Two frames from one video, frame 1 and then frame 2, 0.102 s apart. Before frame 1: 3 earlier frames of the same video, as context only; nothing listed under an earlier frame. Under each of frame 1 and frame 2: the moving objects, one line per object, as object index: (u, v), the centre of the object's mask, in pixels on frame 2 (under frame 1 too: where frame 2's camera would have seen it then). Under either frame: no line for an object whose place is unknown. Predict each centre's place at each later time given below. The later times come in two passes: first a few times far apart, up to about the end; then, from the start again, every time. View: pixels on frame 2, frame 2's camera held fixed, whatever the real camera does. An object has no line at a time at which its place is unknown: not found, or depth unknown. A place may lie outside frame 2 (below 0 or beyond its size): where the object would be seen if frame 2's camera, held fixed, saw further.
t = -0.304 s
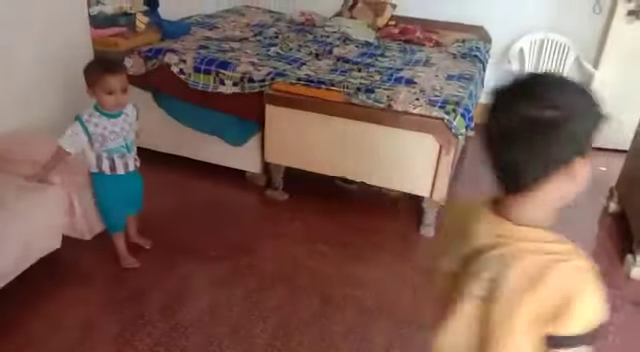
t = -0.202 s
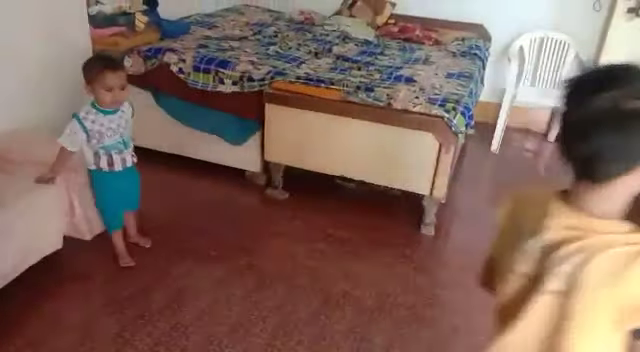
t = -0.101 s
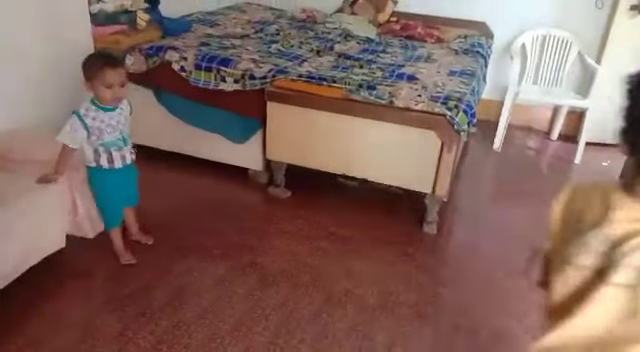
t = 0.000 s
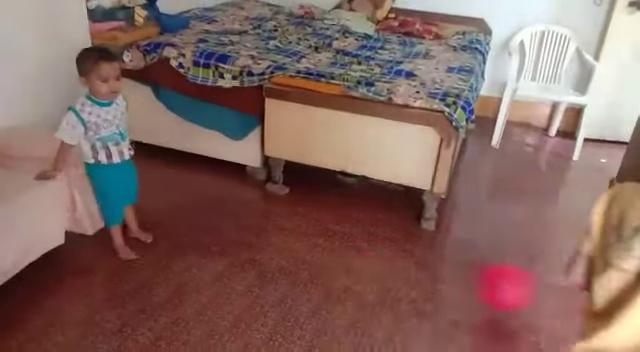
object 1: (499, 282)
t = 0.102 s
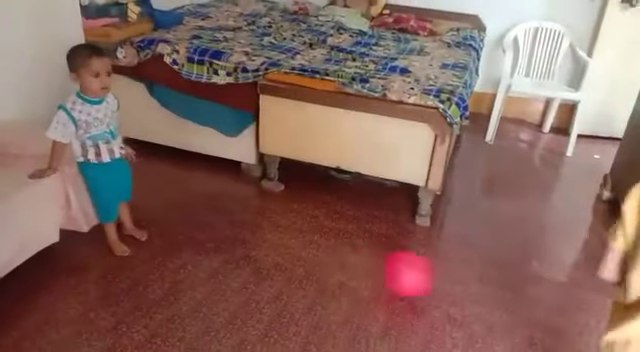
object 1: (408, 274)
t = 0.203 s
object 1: (343, 266)
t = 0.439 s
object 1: (241, 250)
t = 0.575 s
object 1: (188, 246)
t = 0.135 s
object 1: (382, 273)
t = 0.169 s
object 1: (361, 271)
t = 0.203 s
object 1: (343, 266)
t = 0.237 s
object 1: (326, 264)
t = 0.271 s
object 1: (310, 263)
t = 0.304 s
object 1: (295, 263)
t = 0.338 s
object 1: (279, 258)
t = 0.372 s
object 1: (266, 254)
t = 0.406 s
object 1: (253, 251)
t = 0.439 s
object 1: (241, 250)
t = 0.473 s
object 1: (227, 251)
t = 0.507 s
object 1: (214, 251)
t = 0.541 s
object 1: (201, 248)
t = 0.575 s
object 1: (188, 246)
